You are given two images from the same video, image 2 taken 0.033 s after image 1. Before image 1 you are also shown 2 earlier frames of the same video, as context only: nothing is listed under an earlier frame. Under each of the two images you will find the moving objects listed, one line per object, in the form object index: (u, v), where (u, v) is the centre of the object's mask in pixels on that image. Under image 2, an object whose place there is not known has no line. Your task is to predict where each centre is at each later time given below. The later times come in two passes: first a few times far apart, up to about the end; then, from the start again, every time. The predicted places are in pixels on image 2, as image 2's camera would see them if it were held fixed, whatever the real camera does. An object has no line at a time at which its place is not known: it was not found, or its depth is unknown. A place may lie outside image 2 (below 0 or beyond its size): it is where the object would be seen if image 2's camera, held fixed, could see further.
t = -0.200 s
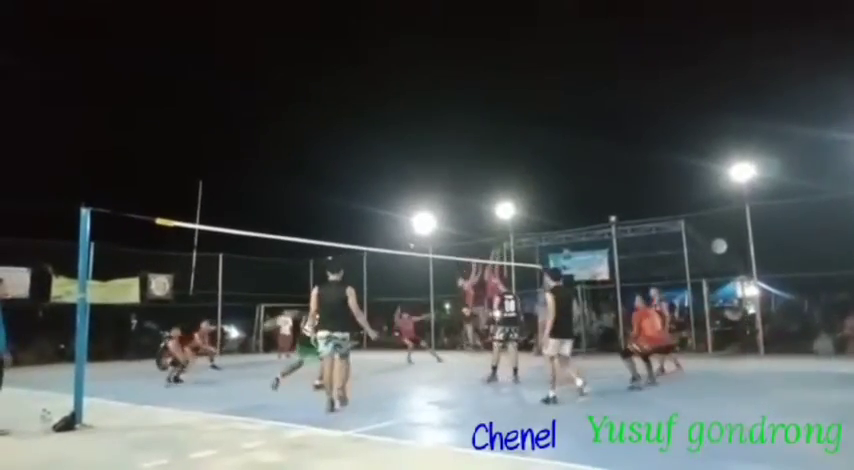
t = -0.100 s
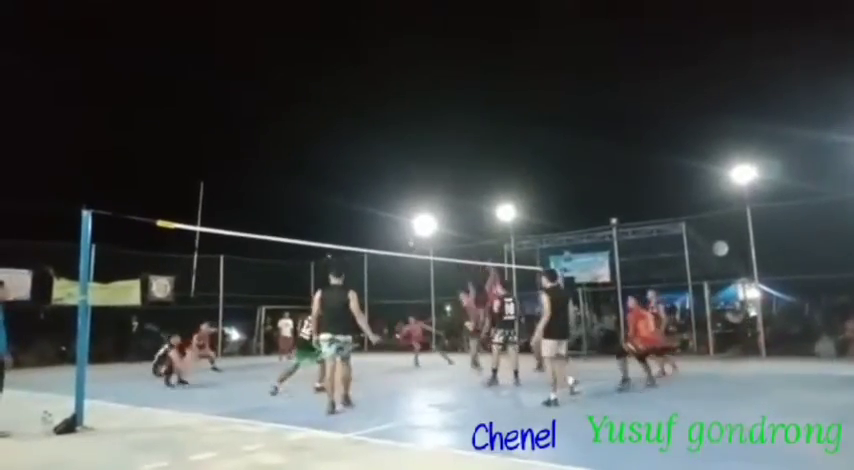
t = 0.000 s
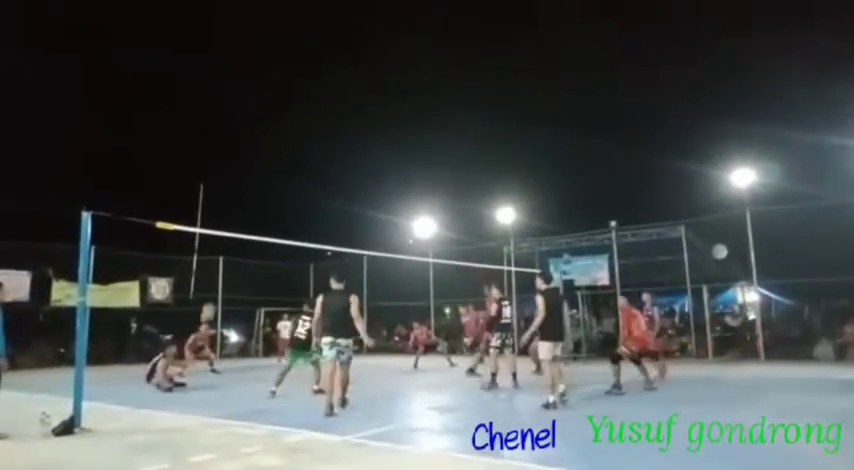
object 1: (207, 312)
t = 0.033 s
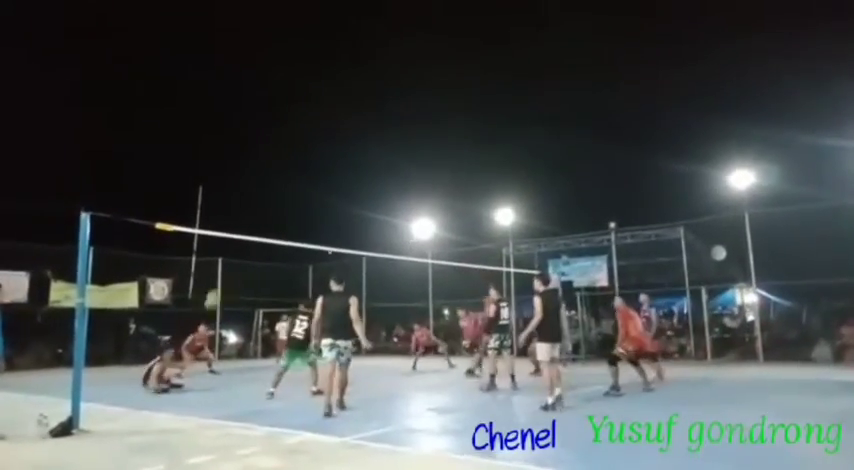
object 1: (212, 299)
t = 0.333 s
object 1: (258, 200)
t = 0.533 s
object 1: (284, 162)
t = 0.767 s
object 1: (310, 143)
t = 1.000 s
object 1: (335, 149)
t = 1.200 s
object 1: (356, 175)
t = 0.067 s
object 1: (218, 286)
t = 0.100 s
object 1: (224, 272)
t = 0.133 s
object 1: (229, 260)
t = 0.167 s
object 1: (234, 248)
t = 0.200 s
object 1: (239, 237)
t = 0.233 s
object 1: (244, 226)
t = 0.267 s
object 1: (249, 217)
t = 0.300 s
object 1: (254, 208)
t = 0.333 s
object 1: (258, 200)
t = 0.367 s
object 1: (262, 192)
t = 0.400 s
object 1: (266, 185)
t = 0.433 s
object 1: (271, 179)
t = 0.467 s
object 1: (276, 173)
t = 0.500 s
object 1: (280, 167)
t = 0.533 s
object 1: (284, 162)
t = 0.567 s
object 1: (288, 158)
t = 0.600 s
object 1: (291, 154)
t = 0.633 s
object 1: (295, 151)
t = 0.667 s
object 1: (298, 147)
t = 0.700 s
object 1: (302, 145)
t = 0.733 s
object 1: (307, 143)
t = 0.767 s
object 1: (310, 143)
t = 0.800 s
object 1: (314, 143)
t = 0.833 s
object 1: (316, 142)
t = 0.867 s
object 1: (320, 143)
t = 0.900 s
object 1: (324, 144)
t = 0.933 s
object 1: (328, 145)
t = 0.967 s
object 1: (331, 146)
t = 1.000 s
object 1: (335, 149)
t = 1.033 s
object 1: (339, 152)
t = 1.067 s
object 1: (342, 155)
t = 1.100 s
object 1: (345, 160)
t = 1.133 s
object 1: (349, 165)
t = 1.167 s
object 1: (352, 169)
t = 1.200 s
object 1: (356, 175)
